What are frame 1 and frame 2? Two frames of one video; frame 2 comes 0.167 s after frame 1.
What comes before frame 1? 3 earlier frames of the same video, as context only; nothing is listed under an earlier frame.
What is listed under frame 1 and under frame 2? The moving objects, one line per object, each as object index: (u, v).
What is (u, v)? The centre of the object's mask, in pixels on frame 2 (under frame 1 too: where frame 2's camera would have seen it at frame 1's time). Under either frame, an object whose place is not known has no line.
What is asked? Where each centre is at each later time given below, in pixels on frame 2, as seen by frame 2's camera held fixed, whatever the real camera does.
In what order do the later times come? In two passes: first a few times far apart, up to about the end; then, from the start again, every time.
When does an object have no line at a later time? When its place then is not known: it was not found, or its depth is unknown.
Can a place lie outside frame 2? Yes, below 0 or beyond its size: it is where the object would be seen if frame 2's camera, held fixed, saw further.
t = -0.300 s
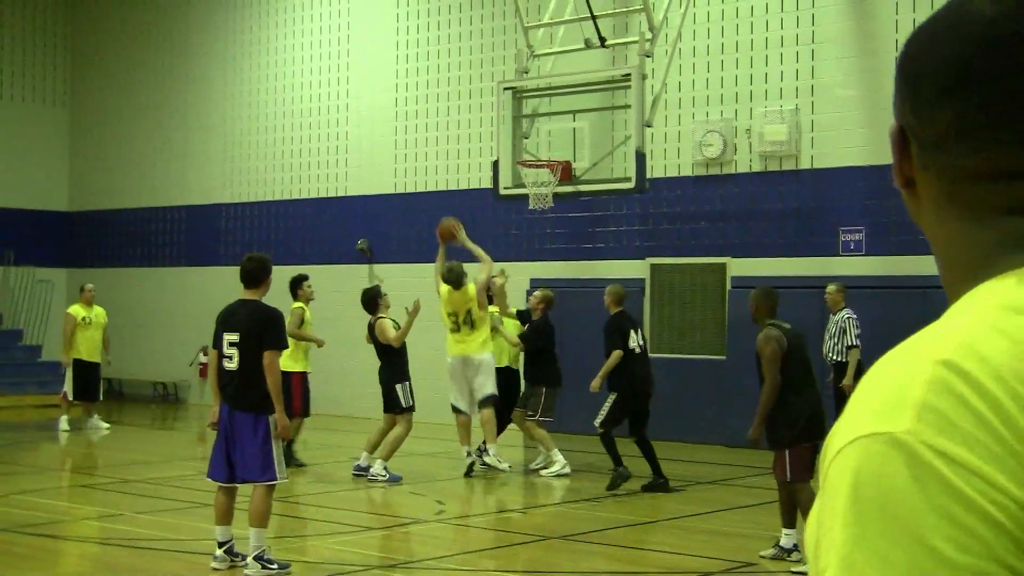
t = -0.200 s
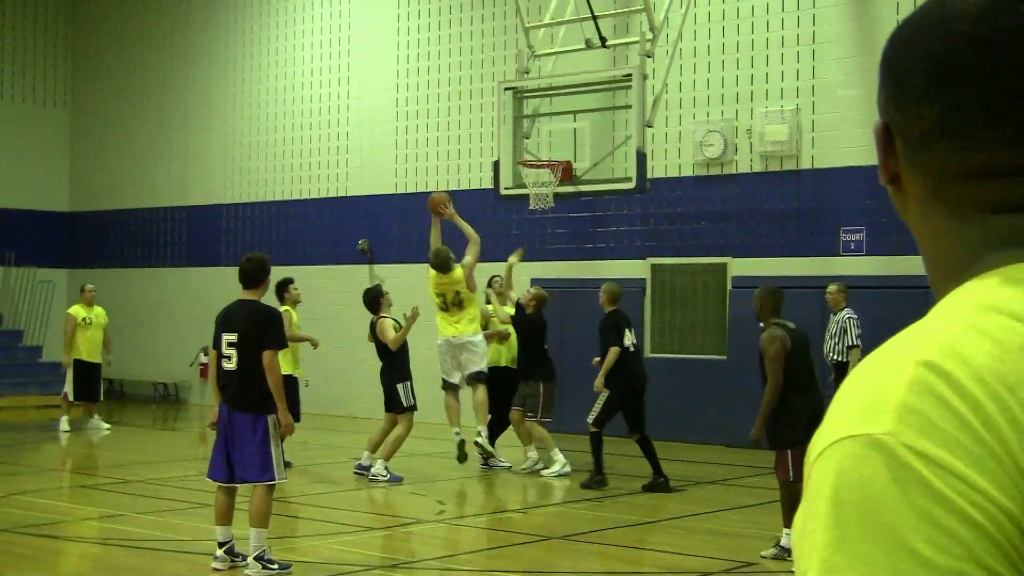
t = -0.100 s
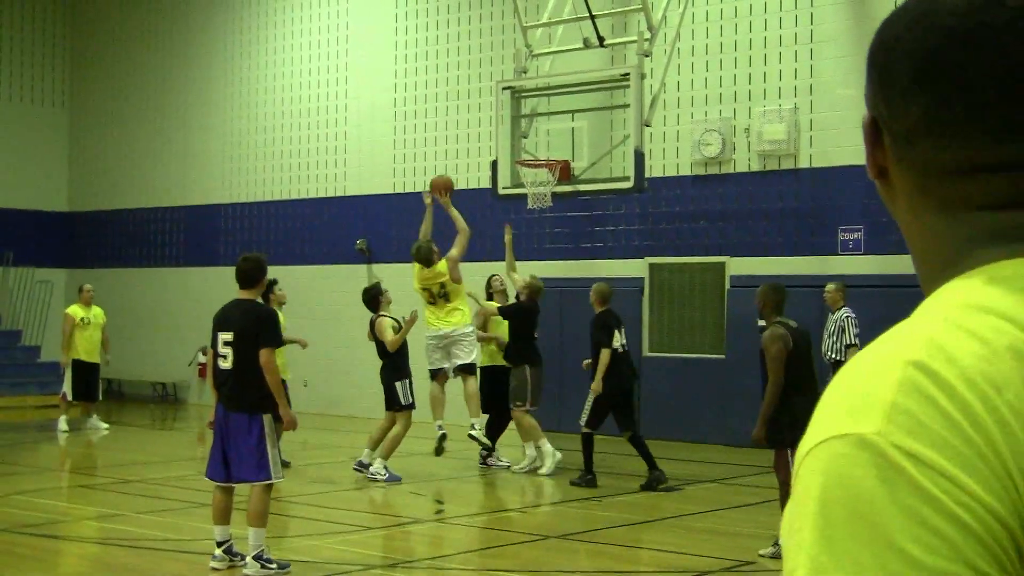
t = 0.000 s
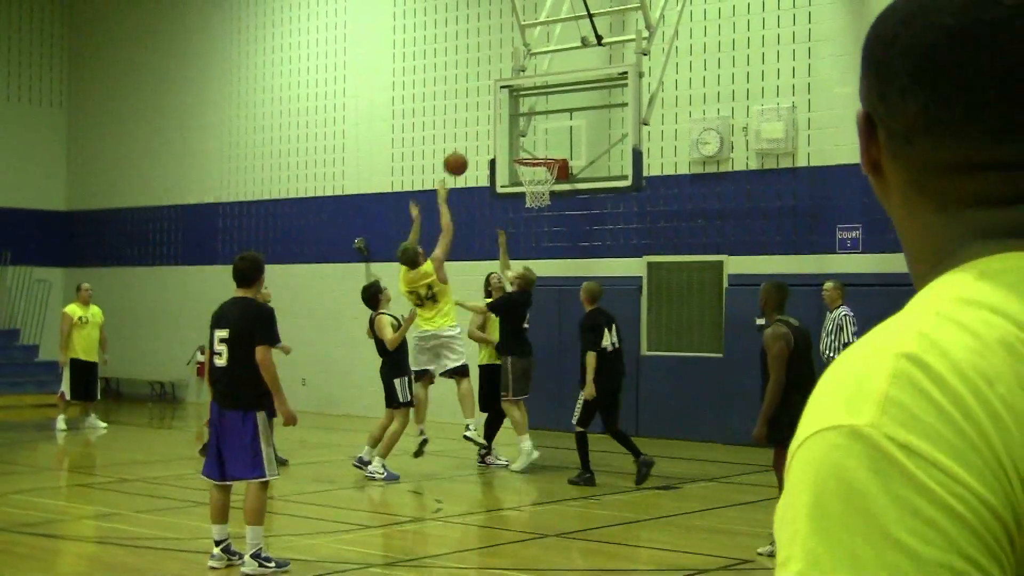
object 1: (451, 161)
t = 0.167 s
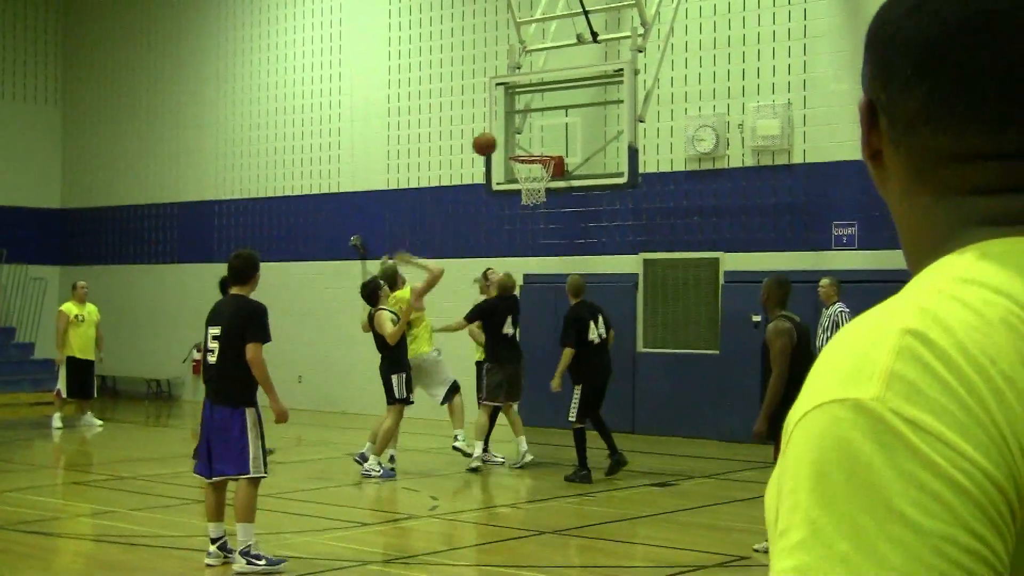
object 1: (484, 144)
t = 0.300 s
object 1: (504, 146)
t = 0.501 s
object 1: (493, 140)
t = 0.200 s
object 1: (491, 144)
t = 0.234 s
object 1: (497, 146)
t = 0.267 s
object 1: (504, 148)
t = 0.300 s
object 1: (504, 146)
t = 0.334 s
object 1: (502, 142)
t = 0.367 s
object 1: (500, 140)
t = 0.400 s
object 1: (498, 138)
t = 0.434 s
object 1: (497, 138)
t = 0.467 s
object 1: (495, 138)
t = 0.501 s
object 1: (493, 140)
